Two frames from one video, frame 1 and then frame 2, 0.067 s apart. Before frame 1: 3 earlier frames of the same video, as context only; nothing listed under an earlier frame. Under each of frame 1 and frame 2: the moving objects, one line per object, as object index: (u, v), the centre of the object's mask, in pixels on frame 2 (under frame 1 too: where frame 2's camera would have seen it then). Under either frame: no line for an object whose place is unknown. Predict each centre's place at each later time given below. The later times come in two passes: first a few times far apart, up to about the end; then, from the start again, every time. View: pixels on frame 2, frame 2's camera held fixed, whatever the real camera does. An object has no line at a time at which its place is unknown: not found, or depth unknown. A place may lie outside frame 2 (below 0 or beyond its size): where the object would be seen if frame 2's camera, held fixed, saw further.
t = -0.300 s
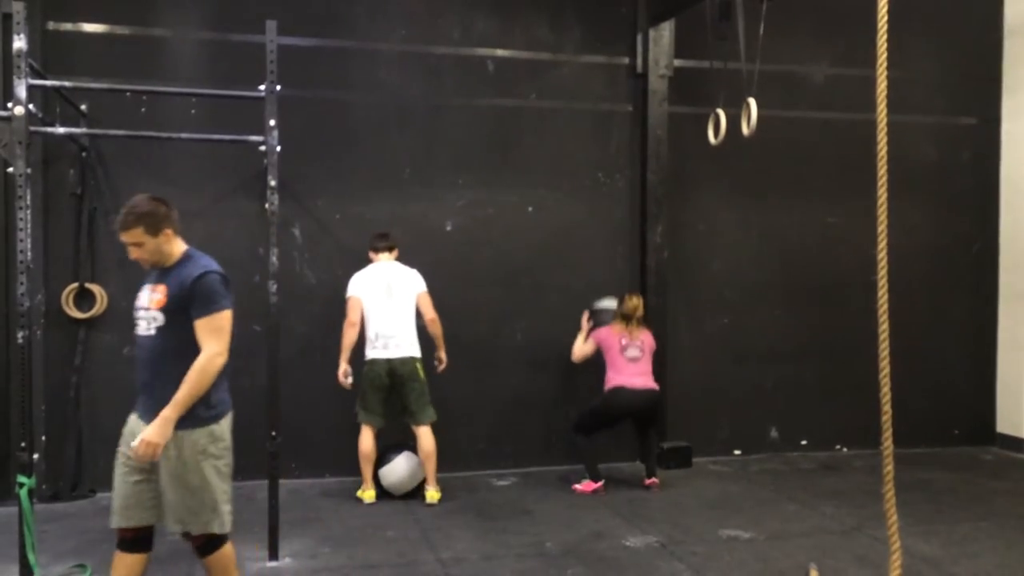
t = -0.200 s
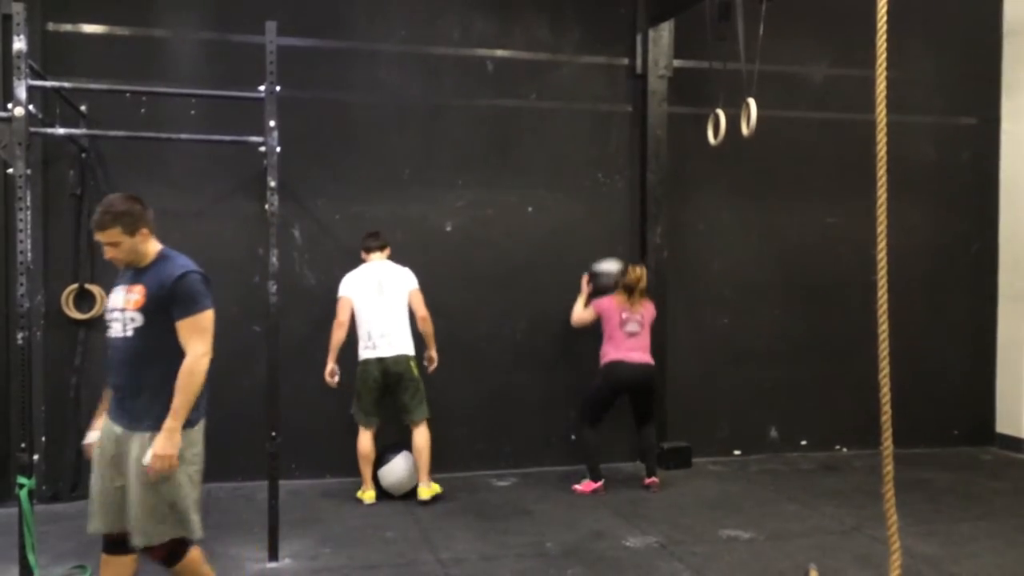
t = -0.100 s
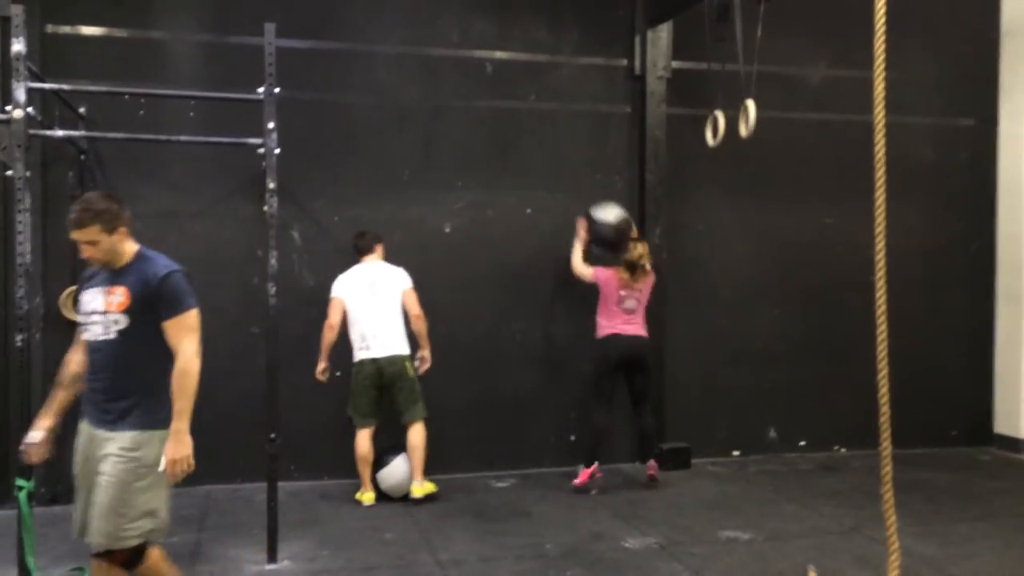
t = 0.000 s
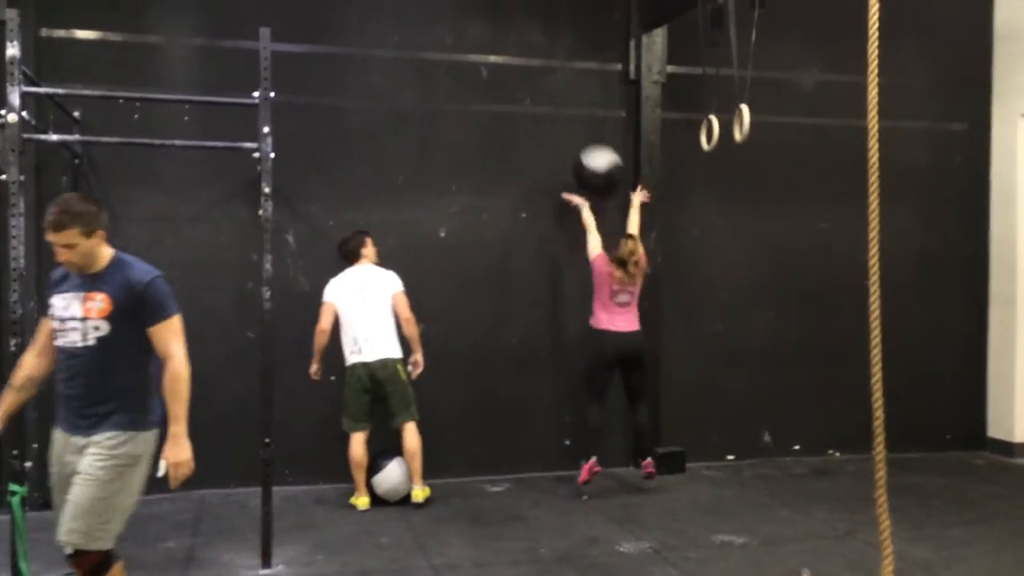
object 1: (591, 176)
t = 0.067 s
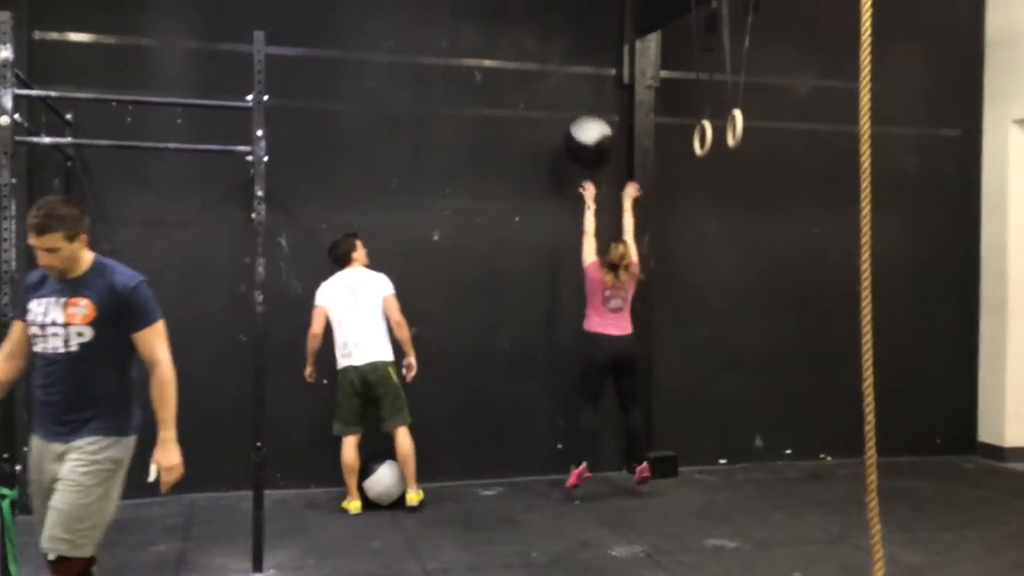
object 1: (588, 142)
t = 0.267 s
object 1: (576, 83)
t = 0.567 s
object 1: (579, 95)
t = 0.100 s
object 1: (588, 127)
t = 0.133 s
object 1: (586, 114)
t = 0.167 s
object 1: (582, 104)
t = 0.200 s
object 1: (578, 98)
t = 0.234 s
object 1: (577, 89)
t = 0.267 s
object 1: (576, 83)
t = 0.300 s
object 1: (577, 78)
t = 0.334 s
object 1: (577, 75)
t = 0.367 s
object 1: (577, 73)
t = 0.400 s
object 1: (576, 73)
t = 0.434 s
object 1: (577, 75)
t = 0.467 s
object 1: (576, 79)
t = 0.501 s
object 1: (576, 84)
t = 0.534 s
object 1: (578, 90)
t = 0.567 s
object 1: (579, 95)
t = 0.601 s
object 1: (578, 112)
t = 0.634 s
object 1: (579, 122)
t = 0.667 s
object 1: (588, 124)
